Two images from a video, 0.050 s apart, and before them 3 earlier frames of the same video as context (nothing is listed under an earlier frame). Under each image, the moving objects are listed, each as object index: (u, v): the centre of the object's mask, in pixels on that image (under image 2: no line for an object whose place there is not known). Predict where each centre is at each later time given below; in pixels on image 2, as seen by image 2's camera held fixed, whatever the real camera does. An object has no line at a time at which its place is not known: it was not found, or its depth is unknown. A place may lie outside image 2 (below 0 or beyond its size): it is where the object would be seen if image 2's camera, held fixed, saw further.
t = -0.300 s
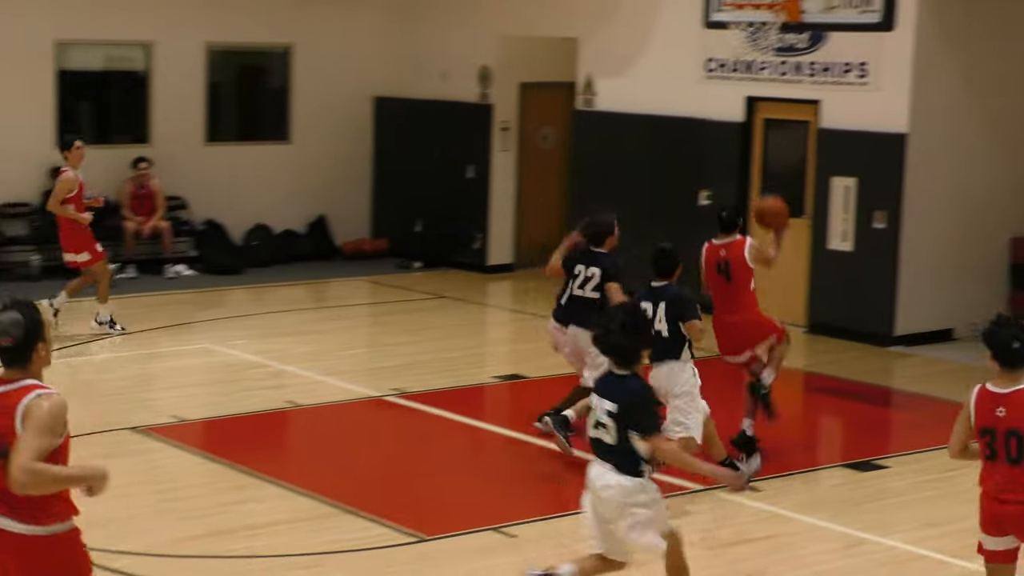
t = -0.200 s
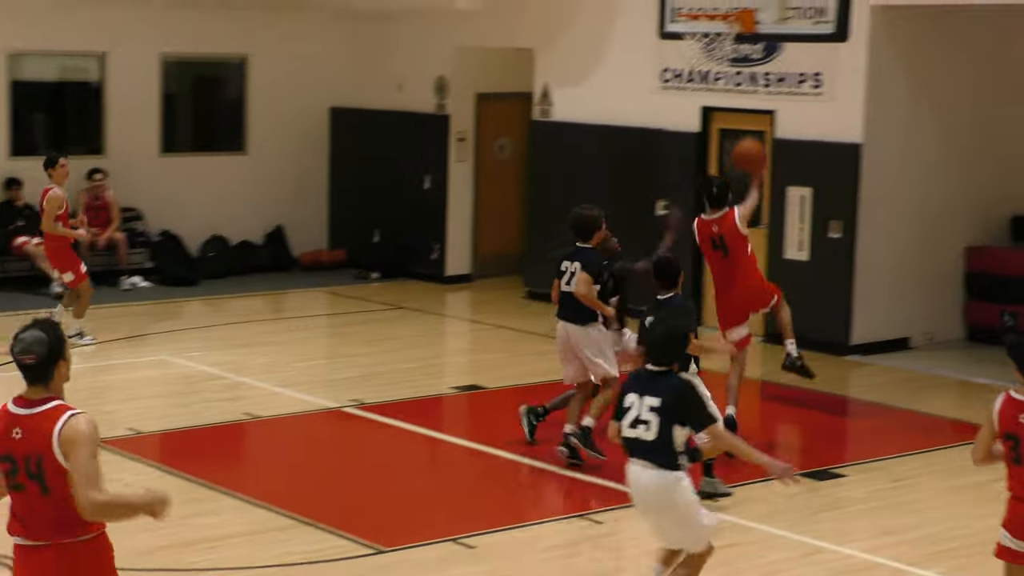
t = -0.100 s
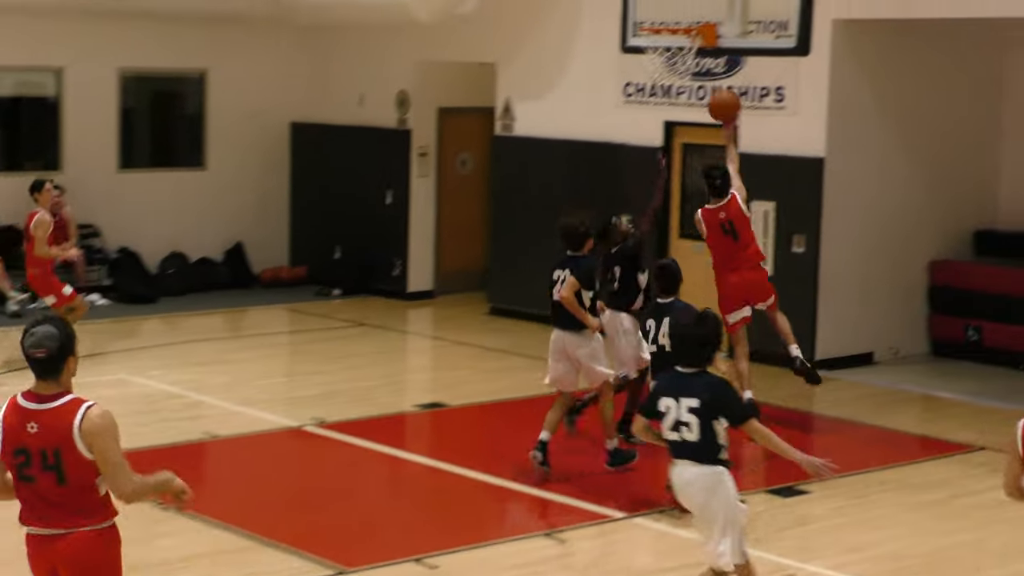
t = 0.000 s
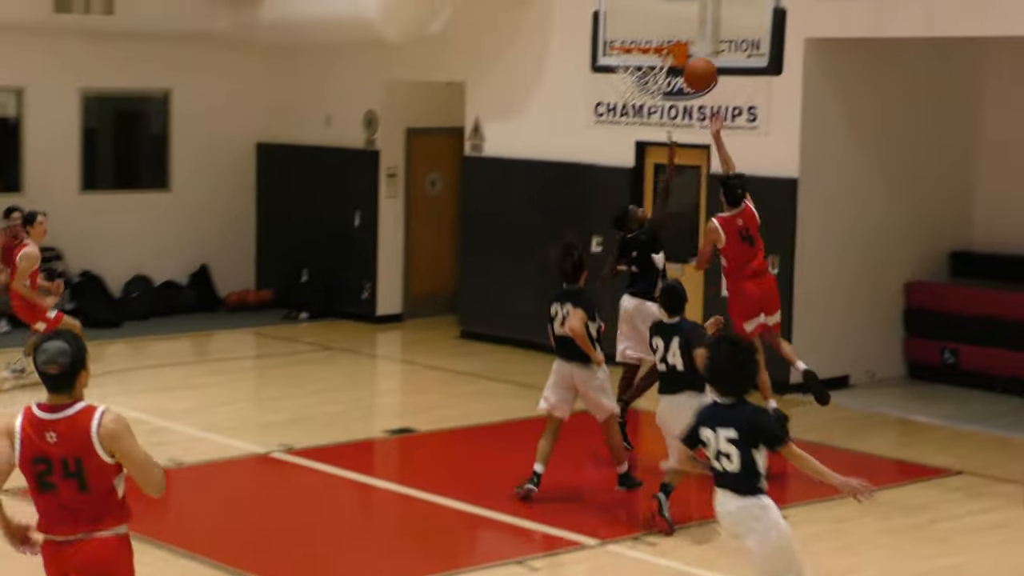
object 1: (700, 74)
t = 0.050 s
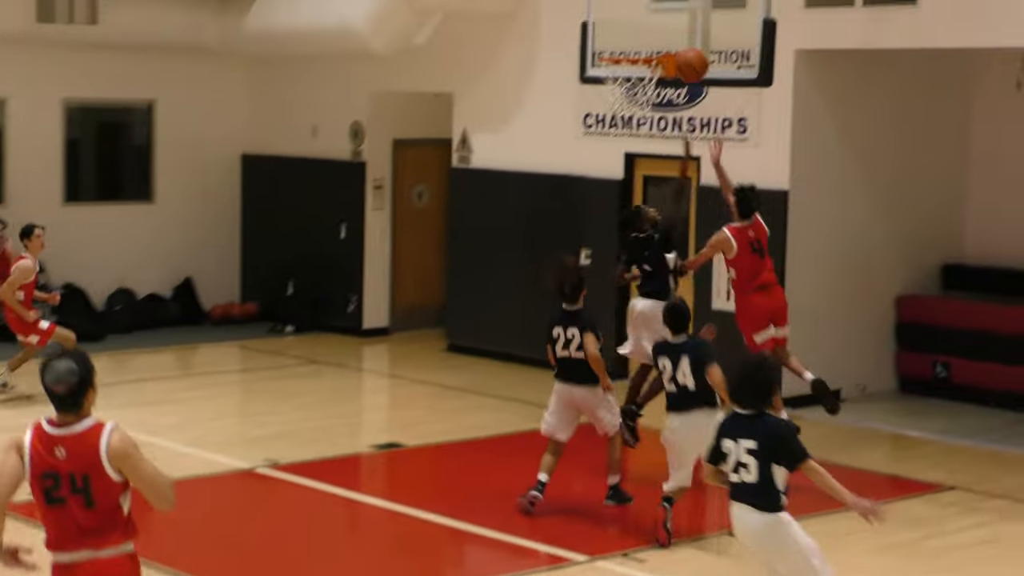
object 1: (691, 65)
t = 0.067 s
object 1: (691, 59)
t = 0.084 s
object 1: (692, 53)
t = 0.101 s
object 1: (692, 48)
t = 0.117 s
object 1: (692, 44)
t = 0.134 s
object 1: (692, 39)
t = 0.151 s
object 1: (693, 35)
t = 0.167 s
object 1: (693, 31)
